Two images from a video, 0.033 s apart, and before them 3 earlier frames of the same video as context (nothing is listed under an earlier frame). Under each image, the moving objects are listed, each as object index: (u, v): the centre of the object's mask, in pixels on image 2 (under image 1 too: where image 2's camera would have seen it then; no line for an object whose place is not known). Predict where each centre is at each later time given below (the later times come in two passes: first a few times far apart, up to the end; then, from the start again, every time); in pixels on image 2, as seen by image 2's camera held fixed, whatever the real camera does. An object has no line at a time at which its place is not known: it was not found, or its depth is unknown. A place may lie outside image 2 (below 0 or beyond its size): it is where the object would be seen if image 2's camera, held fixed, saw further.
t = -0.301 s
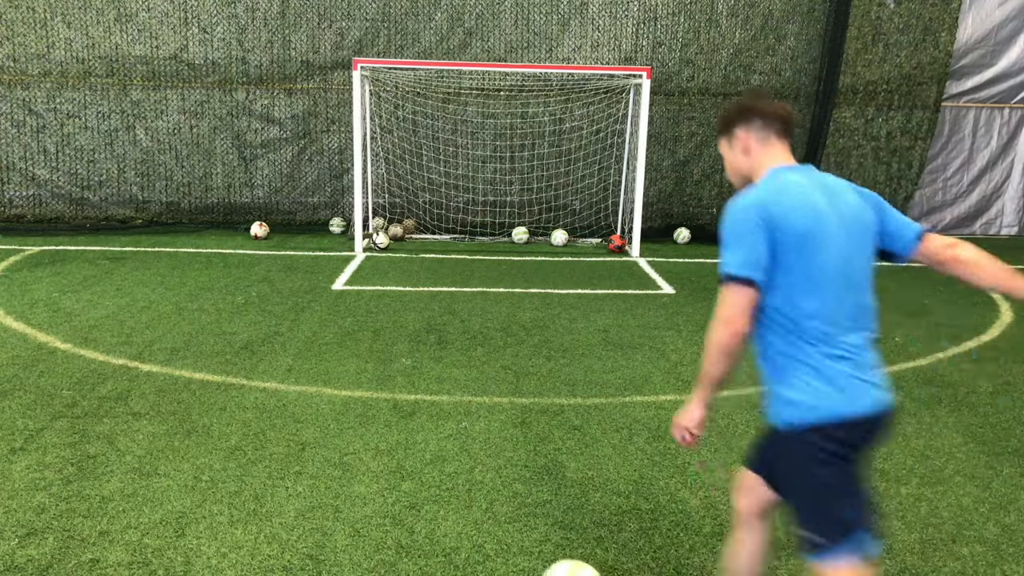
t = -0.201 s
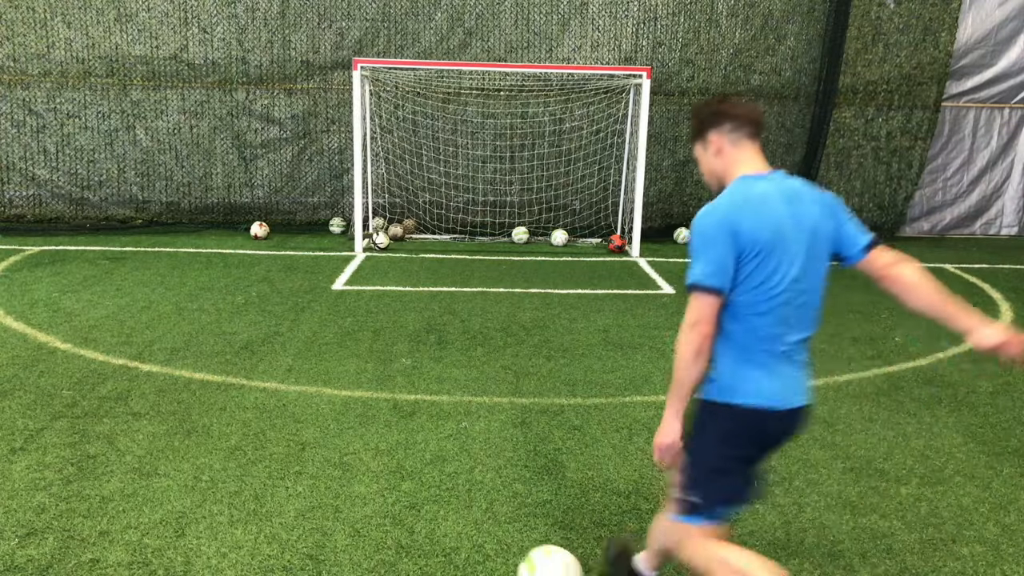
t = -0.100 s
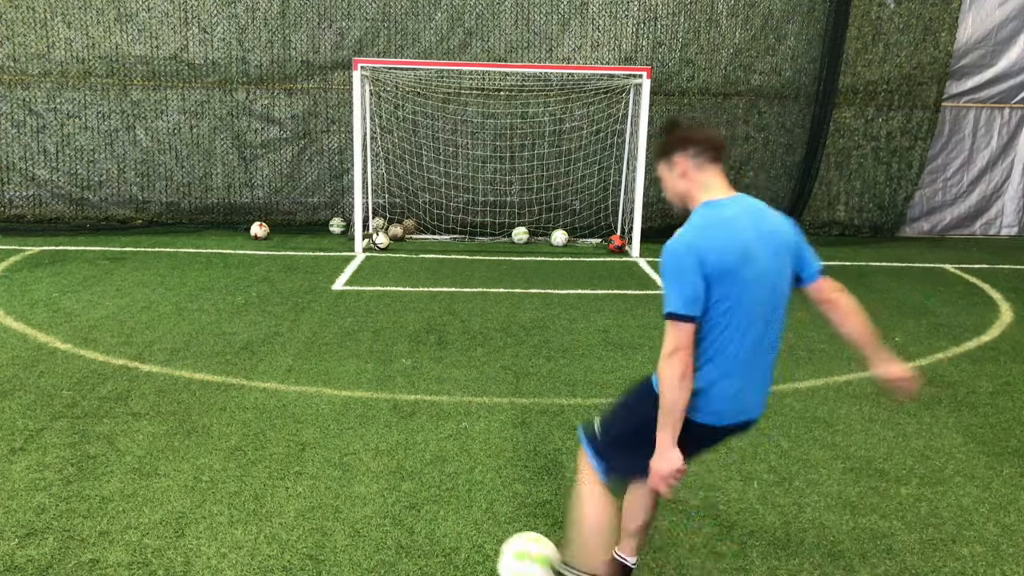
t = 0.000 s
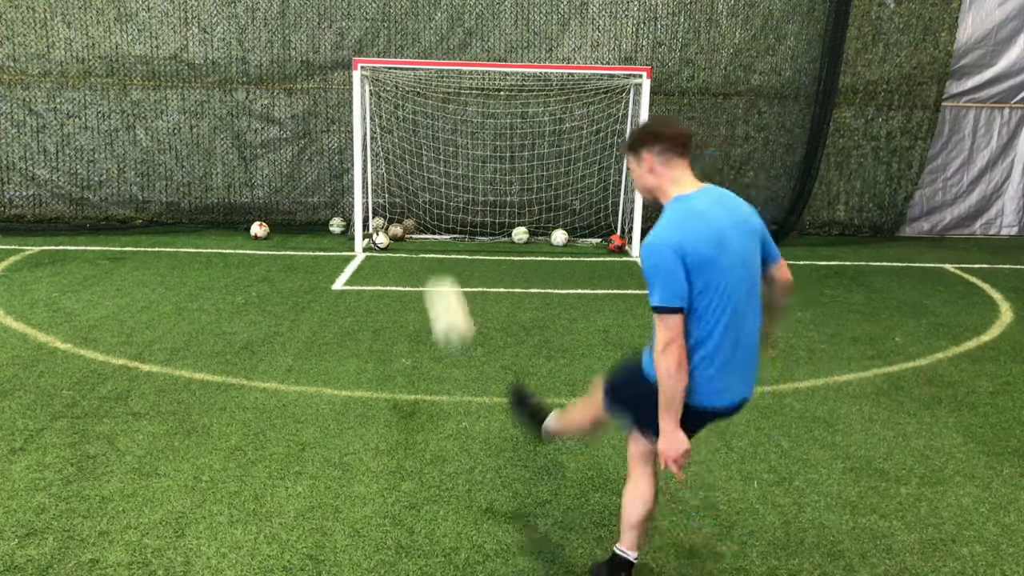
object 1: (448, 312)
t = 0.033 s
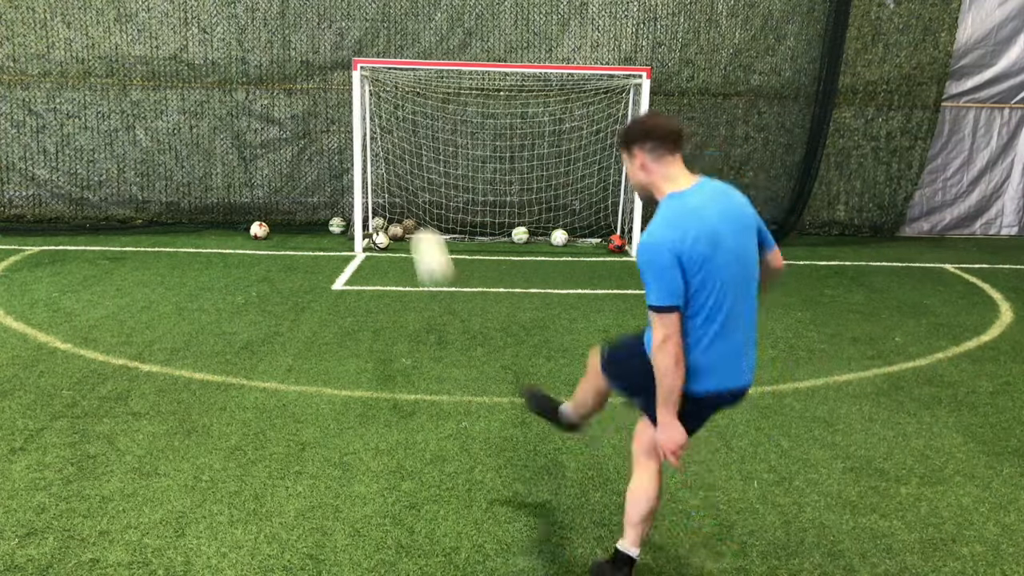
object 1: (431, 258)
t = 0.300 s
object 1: (379, 90)
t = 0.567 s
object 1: (399, 165)
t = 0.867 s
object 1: (425, 188)
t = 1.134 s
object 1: (446, 201)
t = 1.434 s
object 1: (466, 230)
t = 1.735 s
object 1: (482, 246)
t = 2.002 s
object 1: (499, 259)
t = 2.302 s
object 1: (523, 293)
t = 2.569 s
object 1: (552, 316)
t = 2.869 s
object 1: (595, 346)
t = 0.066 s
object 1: (417, 212)
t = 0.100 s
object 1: (407, 181)
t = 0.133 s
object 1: (399, 154)
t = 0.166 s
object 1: (393, 135)
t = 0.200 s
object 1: (389, 119)
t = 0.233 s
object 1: (384, 105)
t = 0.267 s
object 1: (381, 97)
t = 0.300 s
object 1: (379, 90)
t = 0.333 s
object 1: (378, 86)
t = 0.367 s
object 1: (379, 91)
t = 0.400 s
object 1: (382, 101)
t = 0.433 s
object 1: (387, 114)
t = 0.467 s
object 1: (390, 124)
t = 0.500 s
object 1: (393, 137)
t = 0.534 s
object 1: (396, 150)
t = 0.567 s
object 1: (399, 165)
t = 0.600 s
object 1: (403, 180)
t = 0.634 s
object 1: (406, 195)
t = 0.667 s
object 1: (409, 210)
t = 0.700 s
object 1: (412, 208)
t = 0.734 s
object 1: (414, 202)
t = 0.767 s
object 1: (417, 197)
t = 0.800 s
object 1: (419, 194)
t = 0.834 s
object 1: (422, 190)
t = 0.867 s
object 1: (425, 188)
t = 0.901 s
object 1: (427, 186)
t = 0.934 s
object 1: (430, 186)
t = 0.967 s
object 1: (432, 186)
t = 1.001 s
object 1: (435, 187)
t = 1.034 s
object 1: (438, 189)
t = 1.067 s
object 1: (440, 192)
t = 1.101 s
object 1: (443, 196)
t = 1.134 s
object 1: (446, 201)
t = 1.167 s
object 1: (449, 207)
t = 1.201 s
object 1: (451, 215)
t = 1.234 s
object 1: (454, 222)
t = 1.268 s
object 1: (457, 232)
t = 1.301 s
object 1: (460, 241)
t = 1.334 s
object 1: (462, 243)
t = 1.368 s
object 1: (464, 237)
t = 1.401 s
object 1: (465, 233)
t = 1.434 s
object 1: (466, 230)
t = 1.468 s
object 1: (468, 228)
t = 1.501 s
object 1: (470, 227)
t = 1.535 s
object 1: (471, 226)
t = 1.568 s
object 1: (473, 227)
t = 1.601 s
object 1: (475, 228)
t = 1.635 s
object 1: (476, 232)
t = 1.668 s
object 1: (478, 235)
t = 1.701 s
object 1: (480, 240)
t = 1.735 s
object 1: (482, 246)
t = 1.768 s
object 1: (483, 254)
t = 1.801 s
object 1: (486, 264)
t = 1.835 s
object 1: (487, 270)
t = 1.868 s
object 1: (490, 266)
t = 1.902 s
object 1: (492, 263)
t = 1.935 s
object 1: (494, 261)
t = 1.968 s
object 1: (497, 259)
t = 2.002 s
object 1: (499, 259)
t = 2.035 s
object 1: (502, 260)
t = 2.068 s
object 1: (504, 263)
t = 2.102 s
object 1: (506, 267)
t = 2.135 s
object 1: (508, 272)
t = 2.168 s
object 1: (511, 278)
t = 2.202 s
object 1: (513, 286)
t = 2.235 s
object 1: (517, 294)
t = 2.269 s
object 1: (520, 293)
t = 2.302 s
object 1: (523, 293)
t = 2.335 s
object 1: (526, 292)
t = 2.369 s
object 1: (530, 294)
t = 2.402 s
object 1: (533, 297)
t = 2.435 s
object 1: (536, 302)
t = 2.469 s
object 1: (540, 307)
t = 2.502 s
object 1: (544, 314)
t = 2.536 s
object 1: (548, 316)
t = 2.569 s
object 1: (552, 316)
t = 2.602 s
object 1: (556, 317)
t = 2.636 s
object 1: (560, 320)
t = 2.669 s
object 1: (565, 324)
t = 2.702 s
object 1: (570, 330)
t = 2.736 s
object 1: (574, 333)
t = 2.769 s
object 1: (579, 334)
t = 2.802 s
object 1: (584, 338)
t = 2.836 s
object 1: (589, 342)
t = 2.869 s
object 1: (595, 346)
